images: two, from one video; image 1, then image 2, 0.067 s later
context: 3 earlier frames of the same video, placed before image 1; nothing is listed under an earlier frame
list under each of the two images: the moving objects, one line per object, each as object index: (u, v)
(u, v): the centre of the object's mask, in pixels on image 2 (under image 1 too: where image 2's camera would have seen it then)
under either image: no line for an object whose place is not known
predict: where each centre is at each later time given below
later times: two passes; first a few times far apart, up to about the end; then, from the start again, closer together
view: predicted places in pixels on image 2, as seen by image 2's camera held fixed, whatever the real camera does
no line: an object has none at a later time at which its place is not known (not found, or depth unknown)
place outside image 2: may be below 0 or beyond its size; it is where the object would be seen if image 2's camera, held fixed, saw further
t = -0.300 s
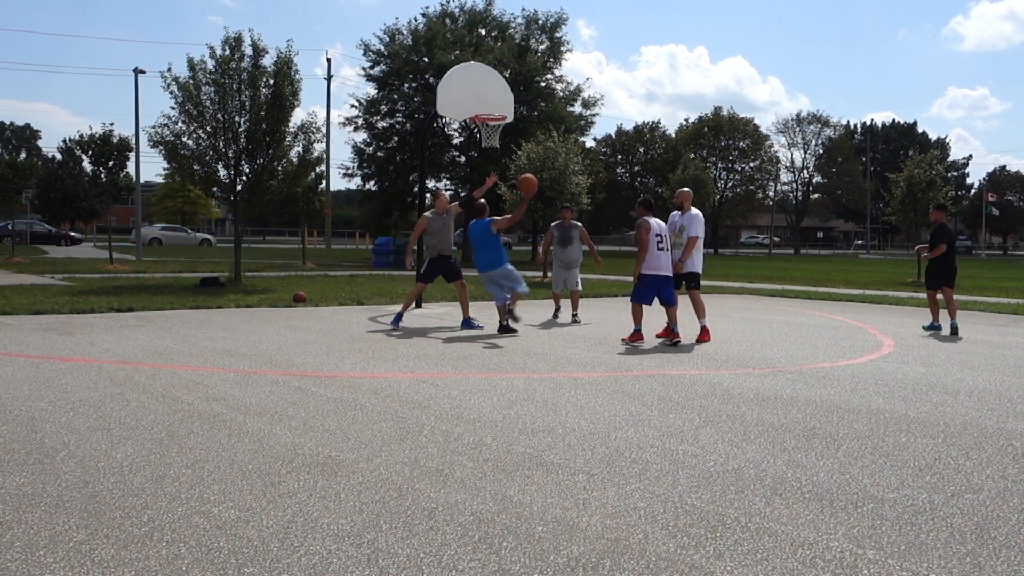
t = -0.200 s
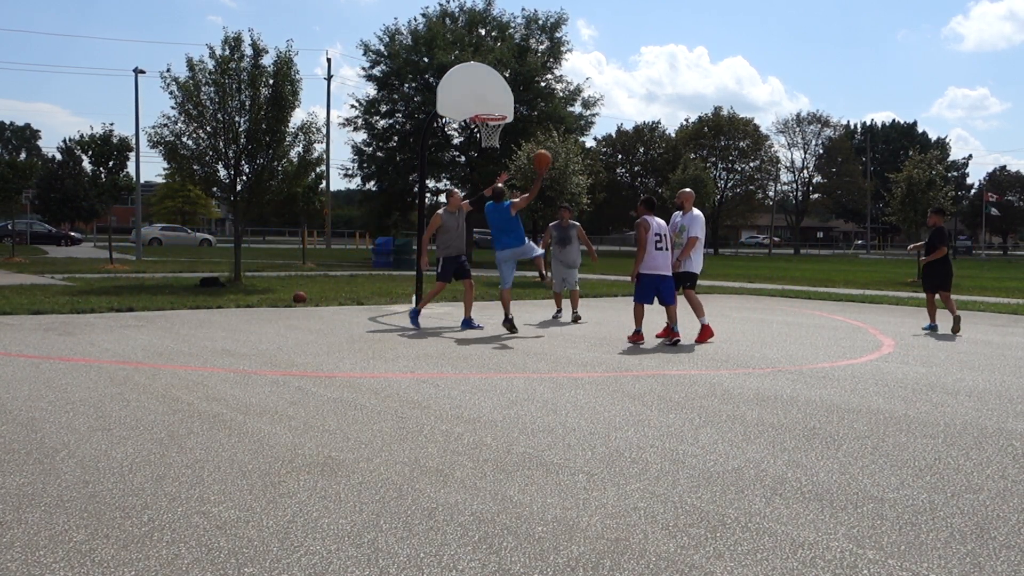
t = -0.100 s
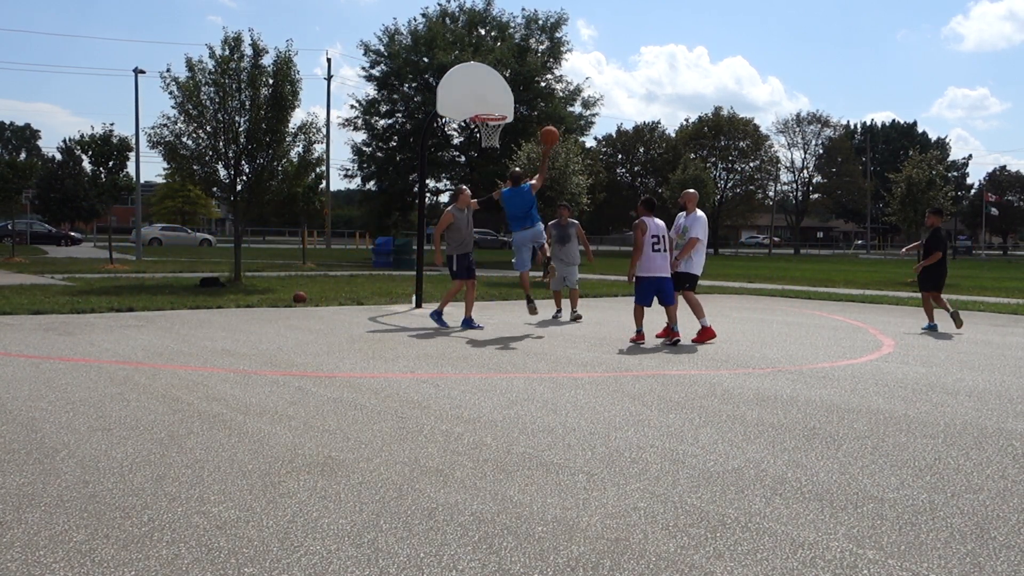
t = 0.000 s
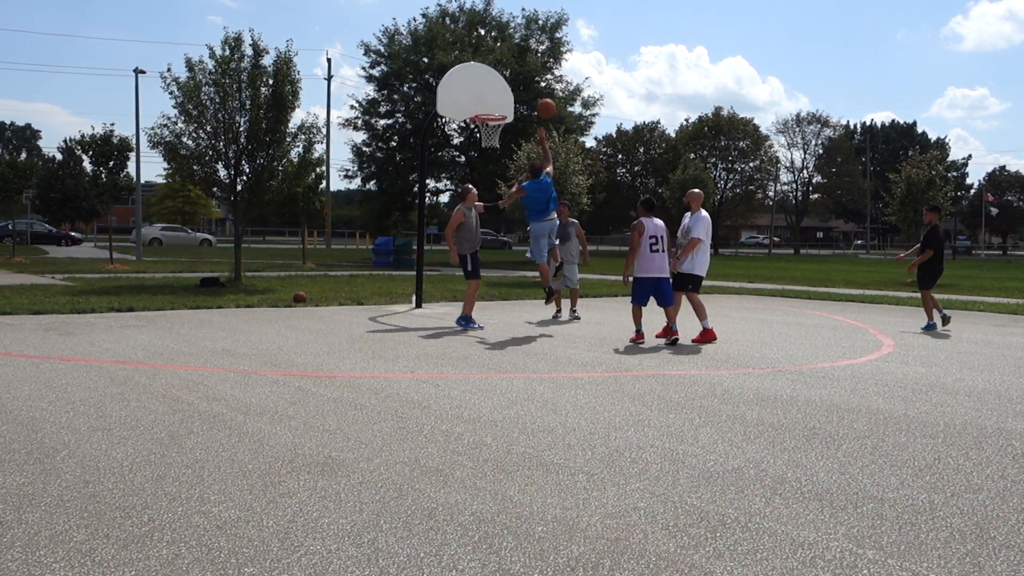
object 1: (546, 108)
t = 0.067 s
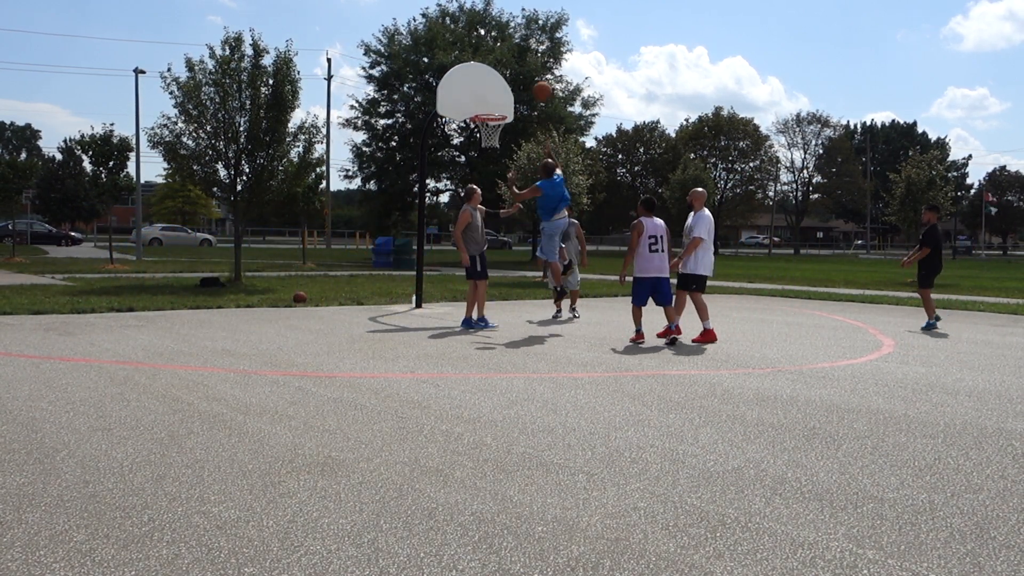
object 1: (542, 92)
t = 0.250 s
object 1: (532, 64)
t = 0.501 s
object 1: (518, 66)
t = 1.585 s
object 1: (495, 144)
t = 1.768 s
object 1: (493, 175)
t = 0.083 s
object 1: (541, 87)
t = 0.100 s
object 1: (540, 84)
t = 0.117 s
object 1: (539, 80)
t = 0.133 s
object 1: (538, 78)
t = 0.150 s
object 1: (538, 75)
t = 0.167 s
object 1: (537, 73)
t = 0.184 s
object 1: (536, 71)
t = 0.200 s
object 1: (534, 68)
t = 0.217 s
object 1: (533, 66)
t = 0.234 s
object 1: (532, 65)
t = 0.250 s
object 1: (532, 64)
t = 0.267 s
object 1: (531, 63)
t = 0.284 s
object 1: (529, 61)
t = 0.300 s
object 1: (529, 61)
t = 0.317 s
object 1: (528, 60)
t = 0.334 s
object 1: (527, 60)
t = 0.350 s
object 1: (526, 59)
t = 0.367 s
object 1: (526, 59)
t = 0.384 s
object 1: (524, 60)
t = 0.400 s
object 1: (523, 60)
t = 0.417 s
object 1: (522, 61)
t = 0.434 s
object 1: (521, 61)
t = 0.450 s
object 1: (520, 62)
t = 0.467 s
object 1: (520, 63)
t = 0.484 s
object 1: (519, 64)
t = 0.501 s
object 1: (518, 66)
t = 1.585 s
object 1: (495, 144)
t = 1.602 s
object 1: (491, 148)
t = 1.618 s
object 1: (493, 145)
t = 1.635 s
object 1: (493, 147)
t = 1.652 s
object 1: (492, 148)
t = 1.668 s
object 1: (493, 151)
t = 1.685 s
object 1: (492, 154)
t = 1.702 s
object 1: (493, 158)
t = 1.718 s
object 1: (493, 162)
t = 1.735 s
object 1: (493, 166)
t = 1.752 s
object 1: (493, 170)
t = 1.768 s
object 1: (493, 175)
